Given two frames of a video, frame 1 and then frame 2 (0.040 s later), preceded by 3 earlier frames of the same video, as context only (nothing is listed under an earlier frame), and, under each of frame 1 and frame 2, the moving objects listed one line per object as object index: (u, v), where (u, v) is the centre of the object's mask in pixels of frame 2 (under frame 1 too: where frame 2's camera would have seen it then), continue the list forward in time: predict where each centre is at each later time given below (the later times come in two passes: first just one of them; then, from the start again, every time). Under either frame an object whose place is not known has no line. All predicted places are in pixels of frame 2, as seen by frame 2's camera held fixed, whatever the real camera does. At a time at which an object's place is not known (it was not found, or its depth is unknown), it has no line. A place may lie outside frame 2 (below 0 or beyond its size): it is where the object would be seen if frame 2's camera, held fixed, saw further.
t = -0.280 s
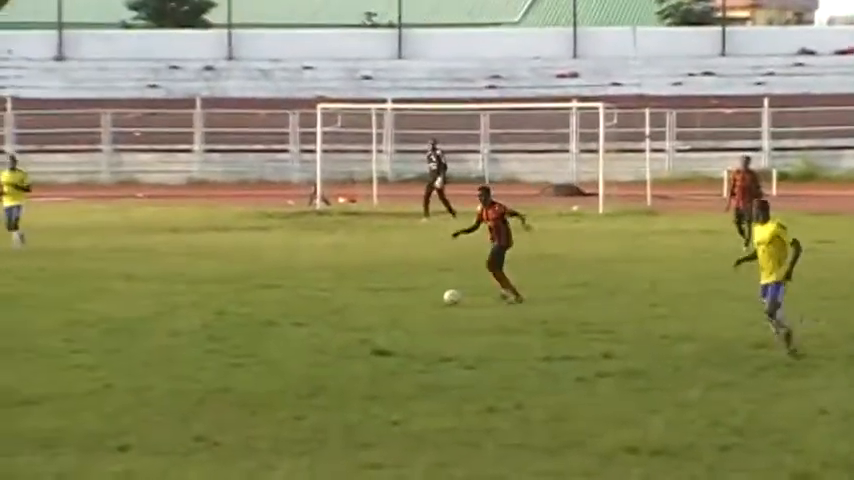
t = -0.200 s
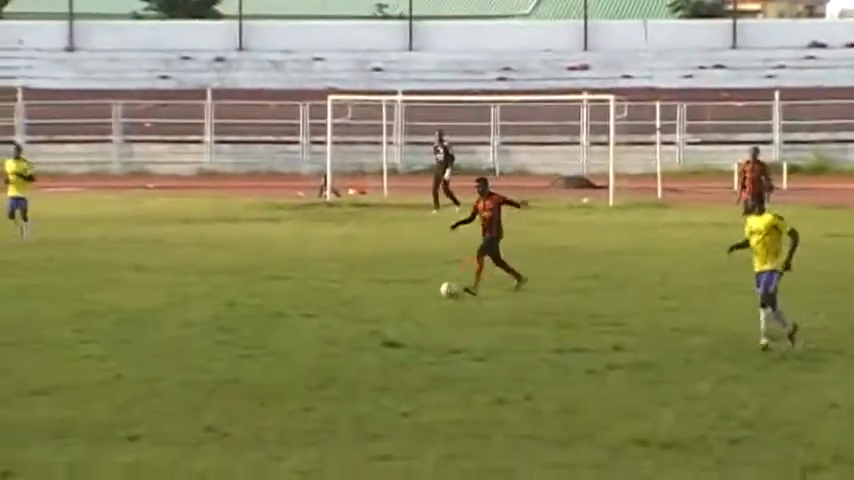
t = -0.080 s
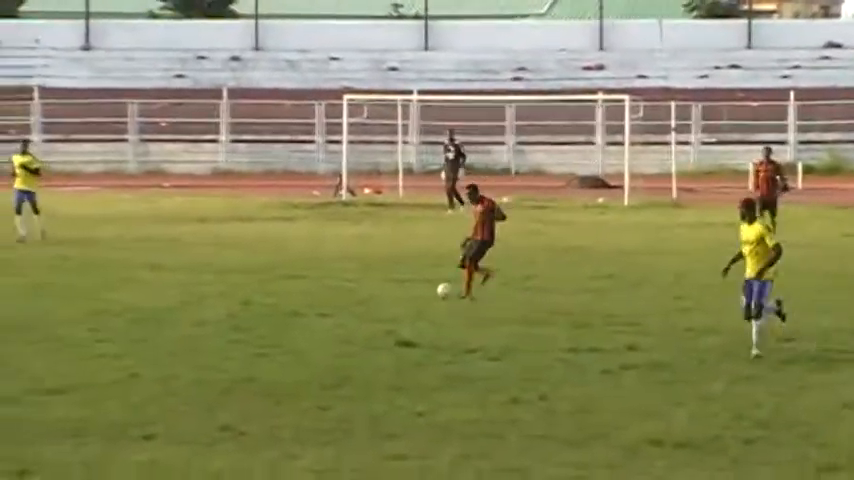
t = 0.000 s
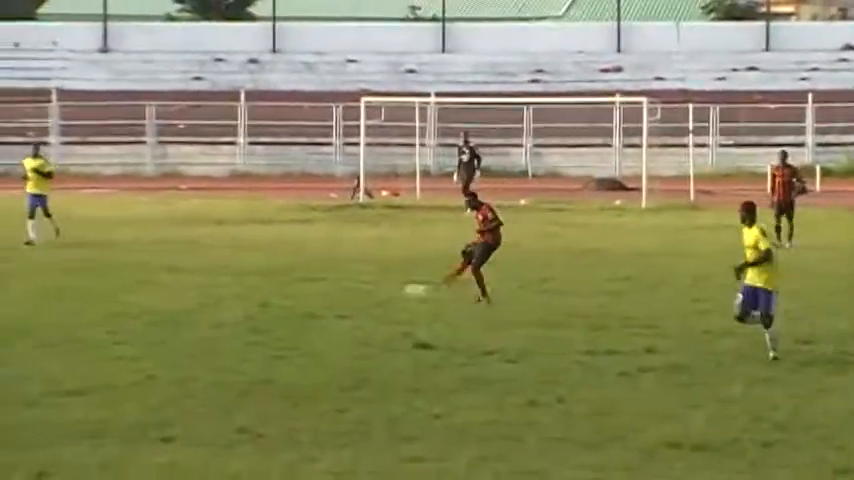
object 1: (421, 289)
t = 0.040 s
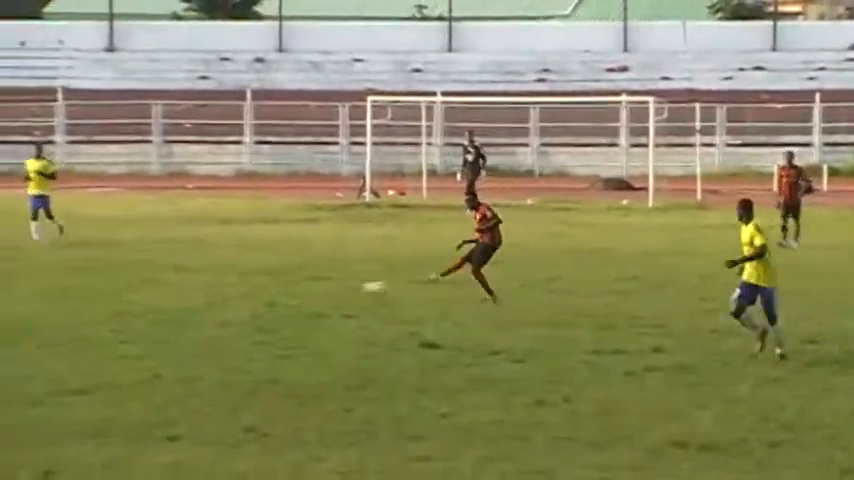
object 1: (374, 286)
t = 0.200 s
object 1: (171, 292)
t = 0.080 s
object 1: (323, 285)
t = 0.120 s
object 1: (273, 286)
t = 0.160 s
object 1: (222, 290)
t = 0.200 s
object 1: (171, 292)
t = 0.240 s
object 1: (120, 299)
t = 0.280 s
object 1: (67, 306)
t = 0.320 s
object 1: (10, 315)
